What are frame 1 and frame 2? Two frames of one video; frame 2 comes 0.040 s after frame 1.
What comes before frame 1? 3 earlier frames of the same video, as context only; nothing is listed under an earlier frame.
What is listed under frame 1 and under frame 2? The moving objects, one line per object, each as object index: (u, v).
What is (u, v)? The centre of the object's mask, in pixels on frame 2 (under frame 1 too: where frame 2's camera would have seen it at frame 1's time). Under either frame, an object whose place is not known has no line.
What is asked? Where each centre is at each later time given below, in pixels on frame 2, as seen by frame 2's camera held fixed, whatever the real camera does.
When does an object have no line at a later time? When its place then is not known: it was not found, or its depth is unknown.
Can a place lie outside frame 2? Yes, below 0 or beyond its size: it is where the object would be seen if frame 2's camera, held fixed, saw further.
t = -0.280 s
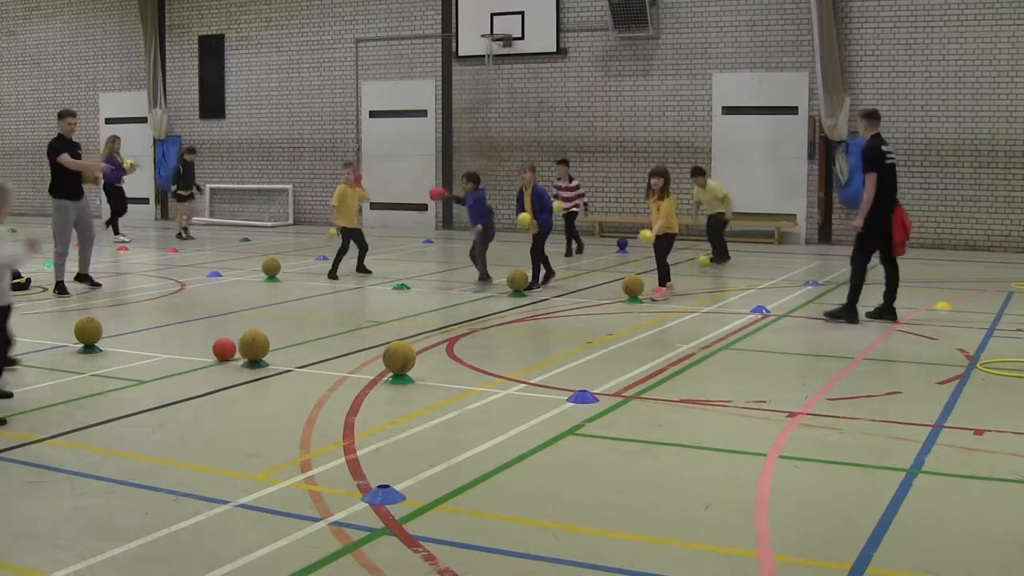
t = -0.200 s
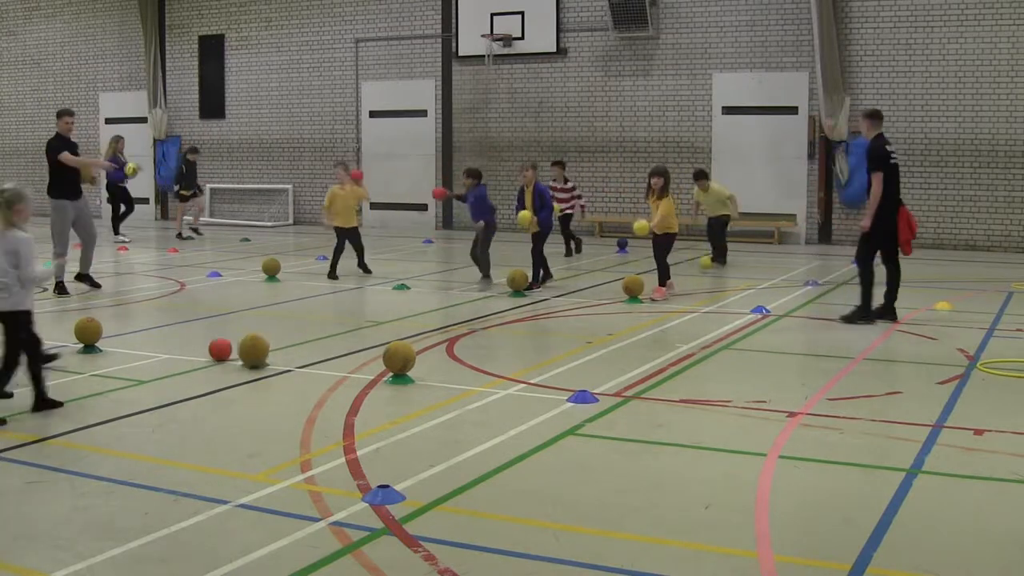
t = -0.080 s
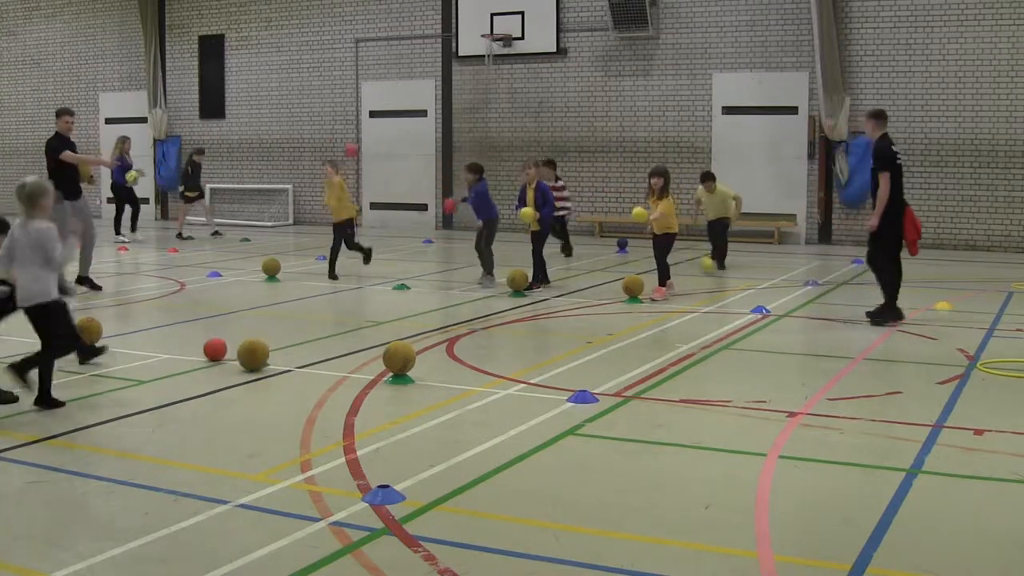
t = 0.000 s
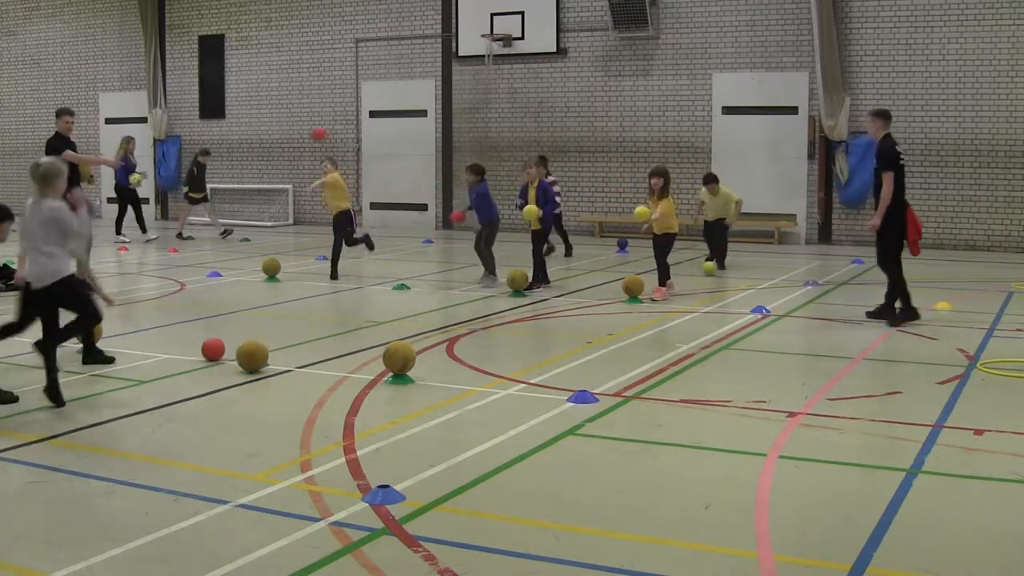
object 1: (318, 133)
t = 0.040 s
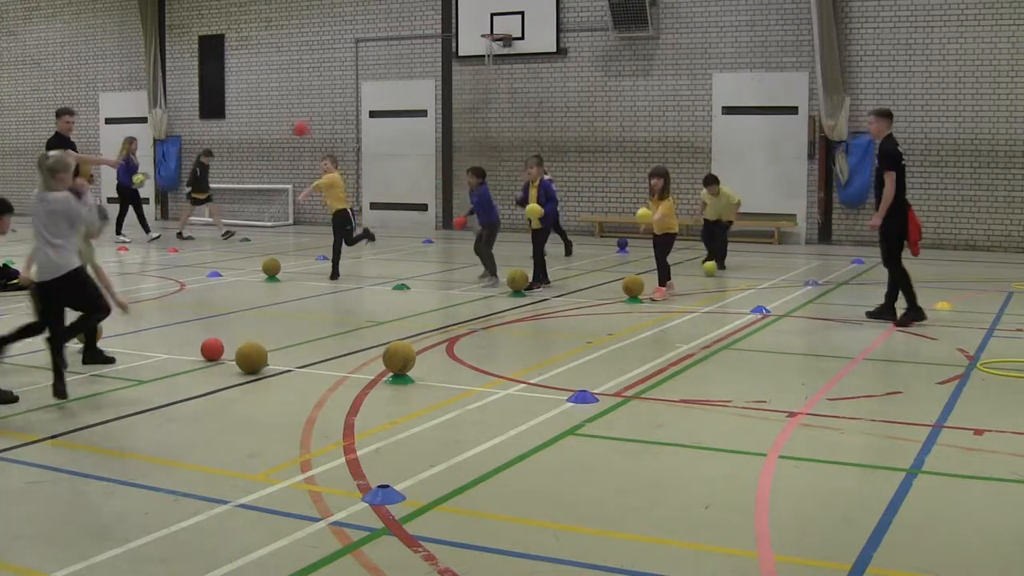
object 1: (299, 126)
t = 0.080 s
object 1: (280, 122)
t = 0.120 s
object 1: (261, 119)
